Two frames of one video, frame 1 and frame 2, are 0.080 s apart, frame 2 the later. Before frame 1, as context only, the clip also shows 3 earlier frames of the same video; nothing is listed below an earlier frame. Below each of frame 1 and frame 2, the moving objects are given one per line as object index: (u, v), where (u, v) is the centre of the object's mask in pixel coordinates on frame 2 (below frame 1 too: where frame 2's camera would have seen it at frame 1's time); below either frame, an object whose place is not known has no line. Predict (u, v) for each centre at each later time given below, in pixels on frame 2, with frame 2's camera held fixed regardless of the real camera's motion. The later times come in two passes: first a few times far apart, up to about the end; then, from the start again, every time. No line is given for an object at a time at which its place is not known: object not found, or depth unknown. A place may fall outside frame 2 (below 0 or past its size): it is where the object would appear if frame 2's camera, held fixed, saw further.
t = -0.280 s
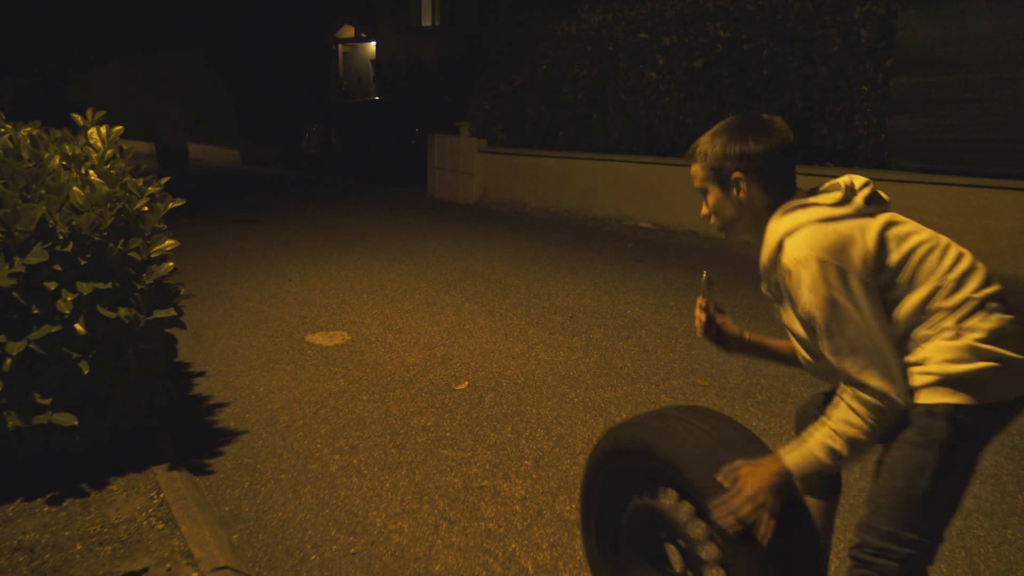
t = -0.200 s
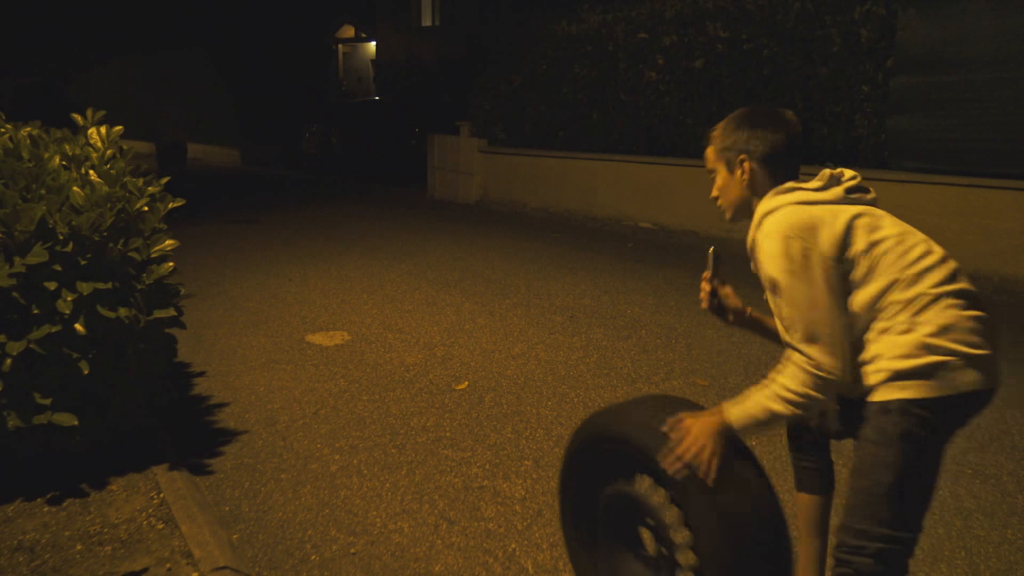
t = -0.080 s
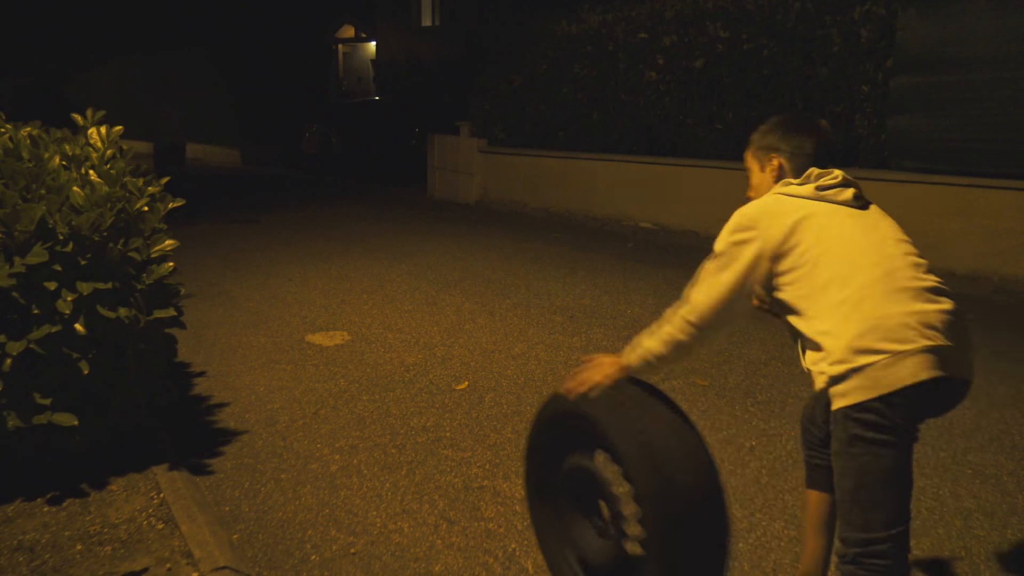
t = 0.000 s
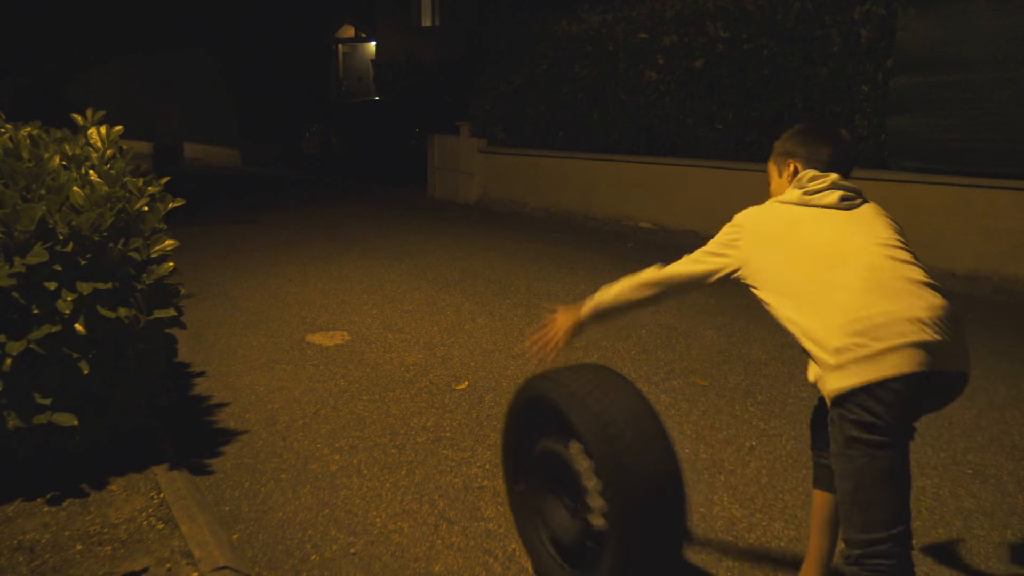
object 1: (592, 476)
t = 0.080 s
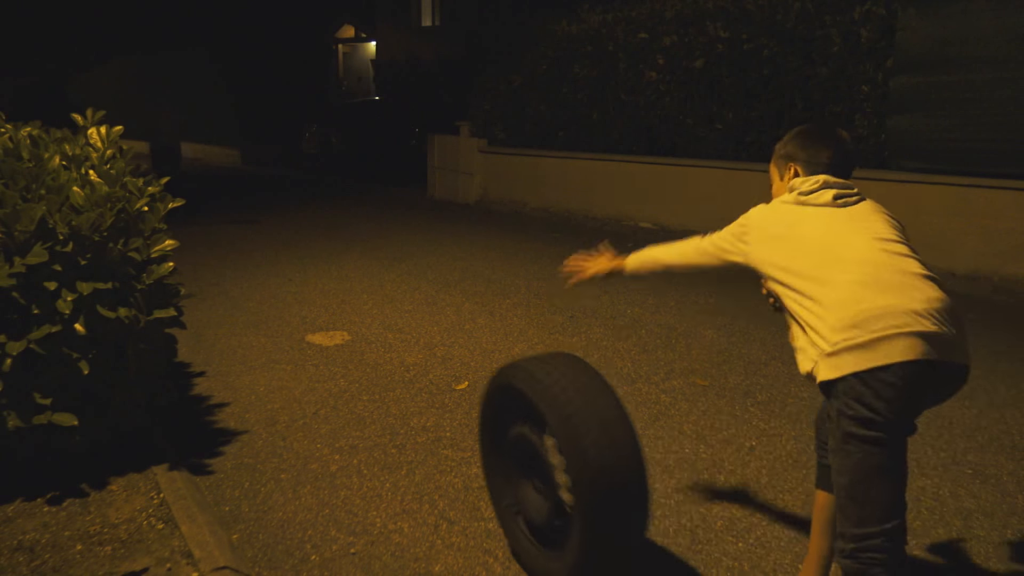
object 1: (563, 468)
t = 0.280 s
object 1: (498, 435)
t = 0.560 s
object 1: (425, 393)
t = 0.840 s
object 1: (363, 363)
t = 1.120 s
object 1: (309, 340)
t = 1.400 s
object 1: (265, 324)
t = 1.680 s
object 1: (222, 308)
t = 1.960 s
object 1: (199, 299)
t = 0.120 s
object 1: (549, 462)
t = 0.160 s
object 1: (535, 455)
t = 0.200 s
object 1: (523, 449)
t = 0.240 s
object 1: (510, 442)
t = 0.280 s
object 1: (498, 435)
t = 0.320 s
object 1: (487, 430)
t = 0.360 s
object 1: (476, 424)
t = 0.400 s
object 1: (465, 417)
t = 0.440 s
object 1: (454, 412)
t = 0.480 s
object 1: (444, 404)
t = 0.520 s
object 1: (434, 398)
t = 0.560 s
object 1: (425, 393)
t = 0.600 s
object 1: (417, 391)
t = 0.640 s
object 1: (408, 387)
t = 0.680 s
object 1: (400, 383)
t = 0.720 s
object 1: (391, 379)
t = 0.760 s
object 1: (381, 371)
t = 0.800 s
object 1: (372, 367)
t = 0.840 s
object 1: (363, 363)
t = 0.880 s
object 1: (355, 359)
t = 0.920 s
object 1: (348, 358)
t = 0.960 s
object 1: (338, 351)
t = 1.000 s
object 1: (331, 349)
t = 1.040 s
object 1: (324, 347)
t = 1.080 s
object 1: (317, 343)
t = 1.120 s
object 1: (309, 340)
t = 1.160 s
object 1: (304, 339)
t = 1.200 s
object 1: (297, 336)
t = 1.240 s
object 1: (290, 333)
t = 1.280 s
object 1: (284, 331)
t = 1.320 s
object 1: (276, 326)
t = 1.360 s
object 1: (270, 324)
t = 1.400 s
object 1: (265, 324)
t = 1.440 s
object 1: (258, 322)
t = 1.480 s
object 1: (251, 318)
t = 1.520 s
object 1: (245, 316)
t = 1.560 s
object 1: (239, 314)
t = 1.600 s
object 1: (232, 311)
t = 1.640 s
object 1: (227, 309)
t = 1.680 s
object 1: (222, 308)
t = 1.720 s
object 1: (217, 306)
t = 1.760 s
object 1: (214, 306)
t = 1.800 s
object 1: (209, 303)
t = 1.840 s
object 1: (206, 302)
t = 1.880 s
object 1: (204, 302)
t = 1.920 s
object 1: (202, 302)
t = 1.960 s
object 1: (199, 299)
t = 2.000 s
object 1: (195, 298)
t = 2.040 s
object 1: (192, 296)
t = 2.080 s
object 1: (190, 297)
